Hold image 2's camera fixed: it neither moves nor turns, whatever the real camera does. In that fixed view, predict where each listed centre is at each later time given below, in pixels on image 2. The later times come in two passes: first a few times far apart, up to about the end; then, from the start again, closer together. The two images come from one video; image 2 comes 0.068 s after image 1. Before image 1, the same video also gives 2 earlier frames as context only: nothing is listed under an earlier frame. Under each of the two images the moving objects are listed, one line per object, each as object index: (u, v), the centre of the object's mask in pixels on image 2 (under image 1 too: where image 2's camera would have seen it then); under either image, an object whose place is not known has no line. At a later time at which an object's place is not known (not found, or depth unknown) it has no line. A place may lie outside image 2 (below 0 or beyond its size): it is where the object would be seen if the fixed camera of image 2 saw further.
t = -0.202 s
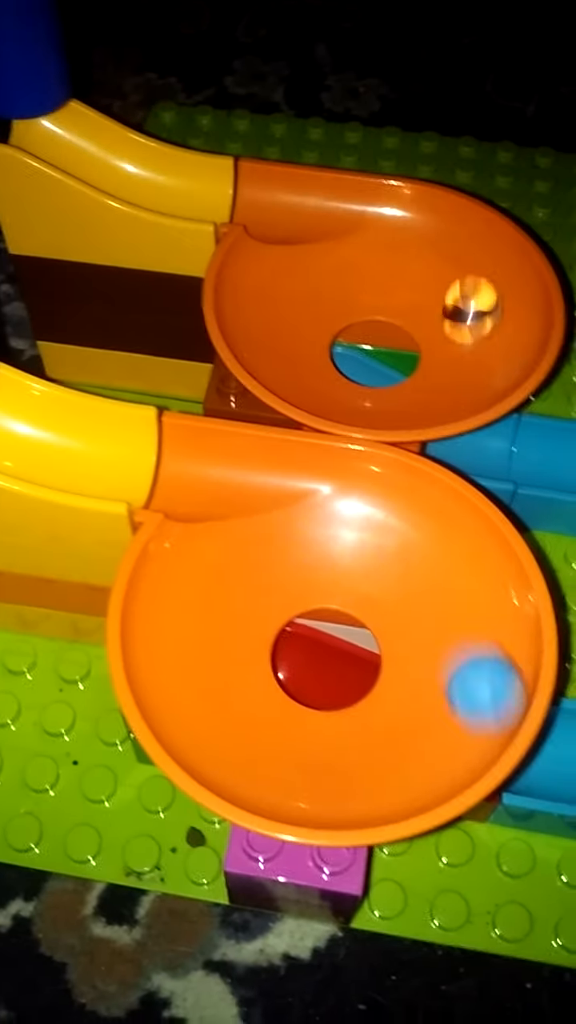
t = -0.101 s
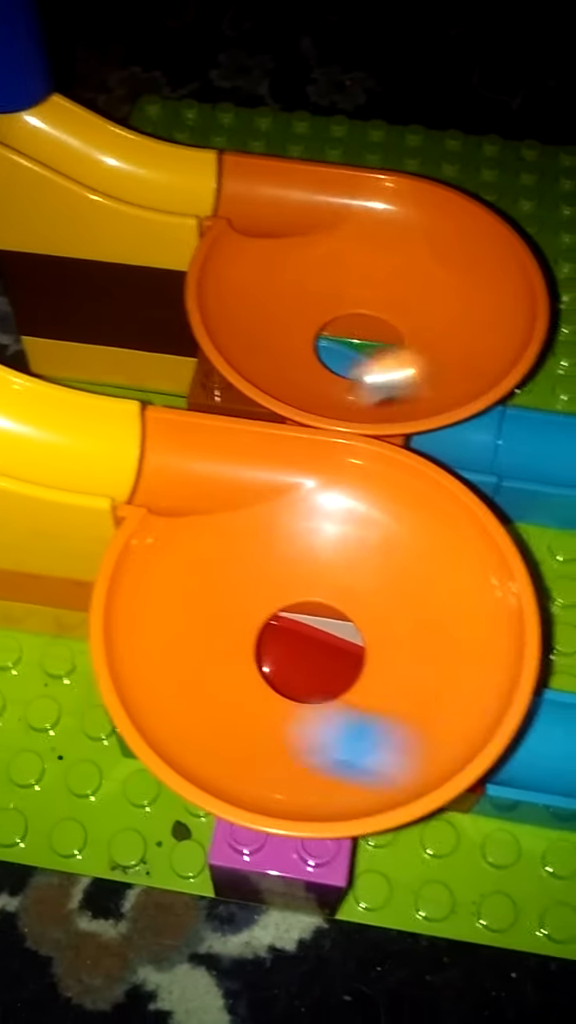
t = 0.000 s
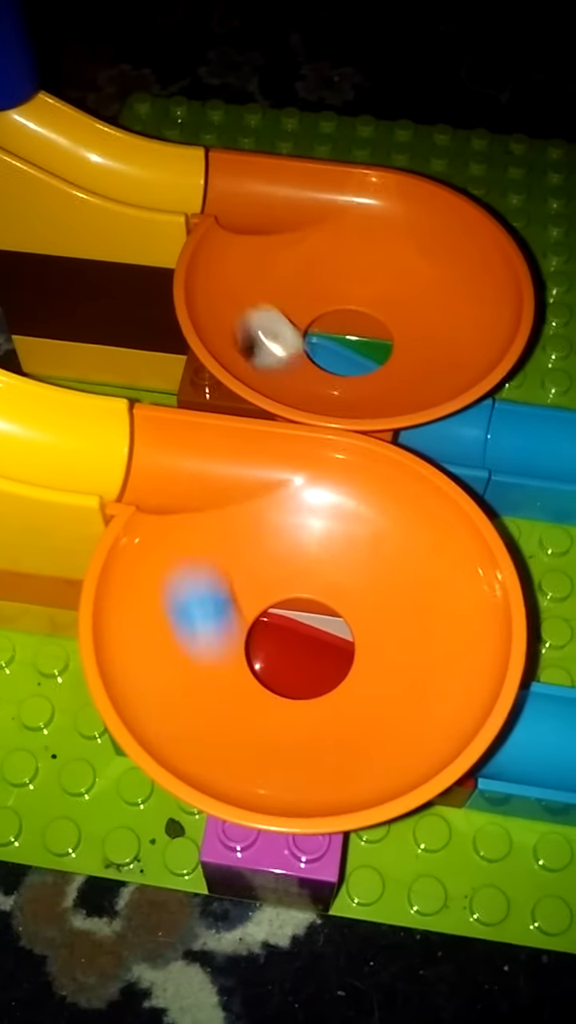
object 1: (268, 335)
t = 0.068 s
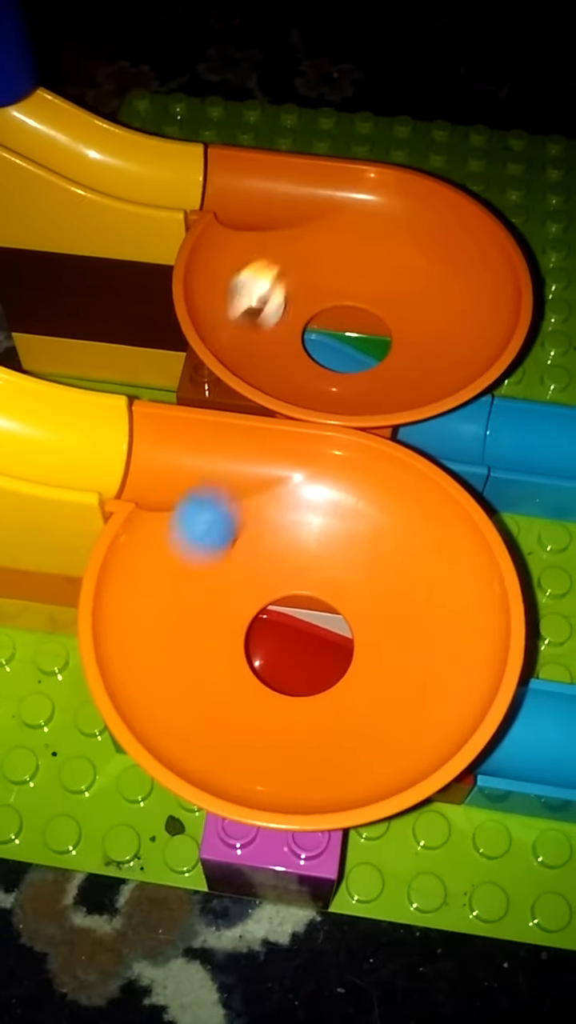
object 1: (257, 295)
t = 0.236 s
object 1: (401, 266)
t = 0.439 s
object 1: (316, 360)
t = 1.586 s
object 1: (276, 306)
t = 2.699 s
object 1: (287, 265)
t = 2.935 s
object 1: (425, 333)
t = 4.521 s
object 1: (415, 325)
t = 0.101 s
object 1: (275, 274)
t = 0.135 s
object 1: (292, 265)
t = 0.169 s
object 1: (340, 258)
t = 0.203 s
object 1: (372, 259)
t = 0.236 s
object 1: (401, 266)
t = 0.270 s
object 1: (424, 278)
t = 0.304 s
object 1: (439, 296)
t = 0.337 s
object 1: (424, 345)
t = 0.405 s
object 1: (354, 370)
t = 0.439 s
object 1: (316, 360)
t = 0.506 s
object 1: (267, 316)
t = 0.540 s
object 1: (264, 292)
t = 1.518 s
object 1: (296, 343)
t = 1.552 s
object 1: (281, 329)
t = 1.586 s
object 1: (276, 306)
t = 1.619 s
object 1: (281, 289)
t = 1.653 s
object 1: (291, 277)
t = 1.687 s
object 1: (320, 268)
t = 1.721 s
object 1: (346, 267)
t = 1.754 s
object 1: (368, 270)
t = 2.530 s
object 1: (334, 375)
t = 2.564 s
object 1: (296, 358)
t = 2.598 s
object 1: (275, 336)
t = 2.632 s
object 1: (271, 310)
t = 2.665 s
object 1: (273, 283)
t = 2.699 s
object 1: (287, 265)
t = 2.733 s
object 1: (318, 246)
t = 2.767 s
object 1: (350, 241)
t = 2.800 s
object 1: (378, 246)
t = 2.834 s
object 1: (400, 258)
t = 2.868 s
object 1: (419, 278)
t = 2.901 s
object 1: (429, 308)
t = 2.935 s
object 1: (425, 333)
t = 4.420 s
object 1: (403, 275)
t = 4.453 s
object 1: (417, 288)
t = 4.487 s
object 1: (423, 304)
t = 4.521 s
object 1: (415, 325)
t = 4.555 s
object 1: (398, 341)
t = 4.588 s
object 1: (374, 357)
